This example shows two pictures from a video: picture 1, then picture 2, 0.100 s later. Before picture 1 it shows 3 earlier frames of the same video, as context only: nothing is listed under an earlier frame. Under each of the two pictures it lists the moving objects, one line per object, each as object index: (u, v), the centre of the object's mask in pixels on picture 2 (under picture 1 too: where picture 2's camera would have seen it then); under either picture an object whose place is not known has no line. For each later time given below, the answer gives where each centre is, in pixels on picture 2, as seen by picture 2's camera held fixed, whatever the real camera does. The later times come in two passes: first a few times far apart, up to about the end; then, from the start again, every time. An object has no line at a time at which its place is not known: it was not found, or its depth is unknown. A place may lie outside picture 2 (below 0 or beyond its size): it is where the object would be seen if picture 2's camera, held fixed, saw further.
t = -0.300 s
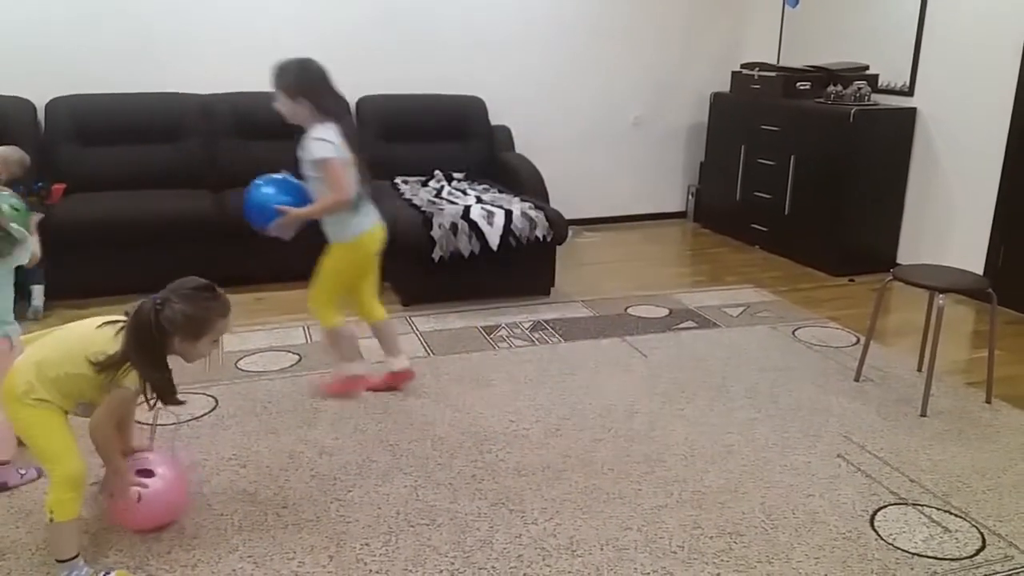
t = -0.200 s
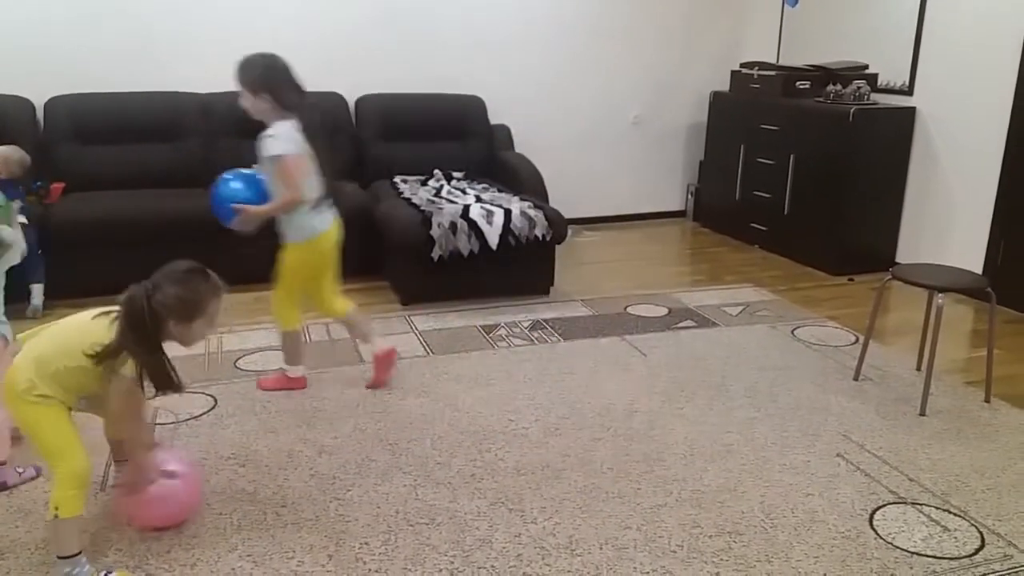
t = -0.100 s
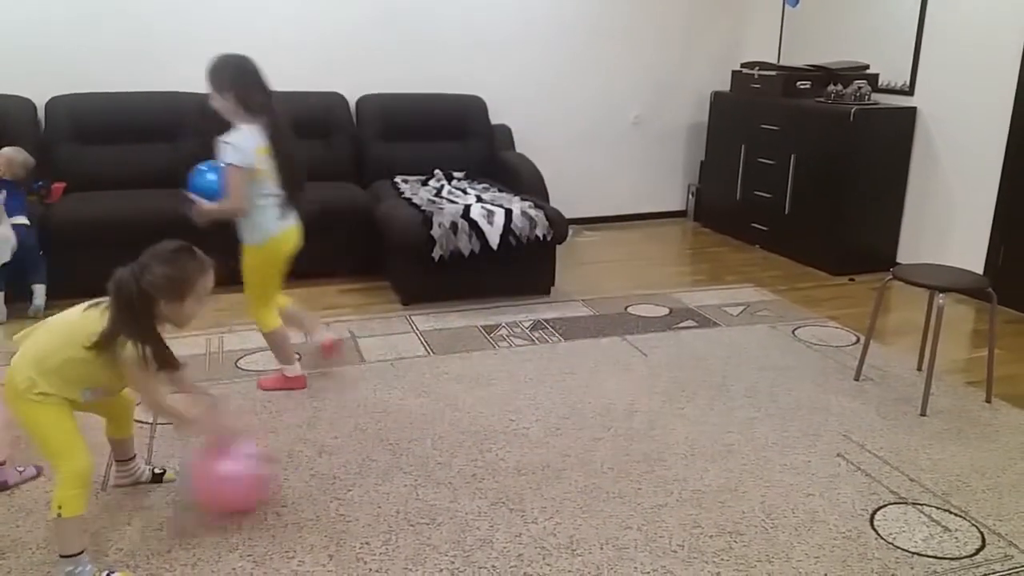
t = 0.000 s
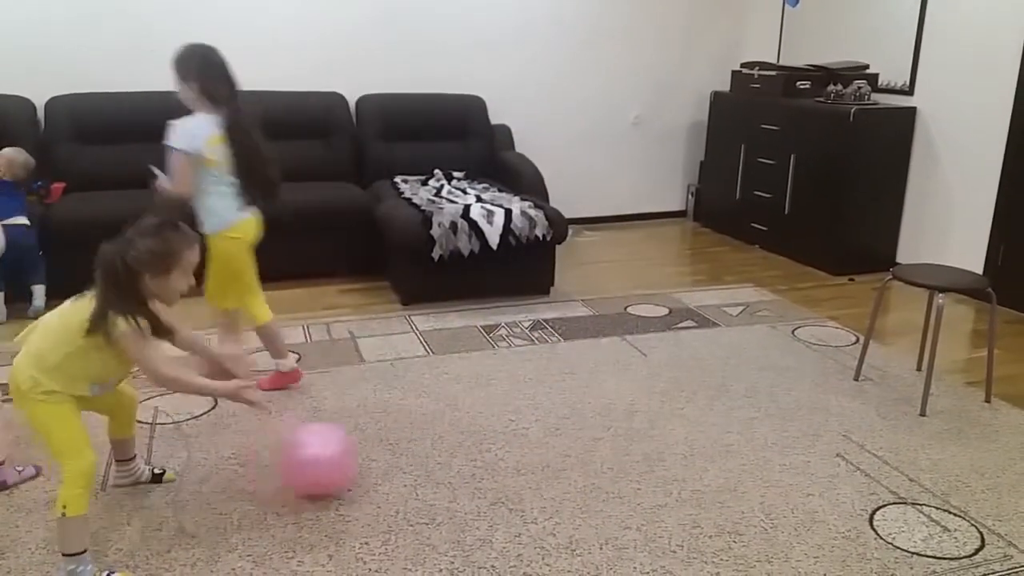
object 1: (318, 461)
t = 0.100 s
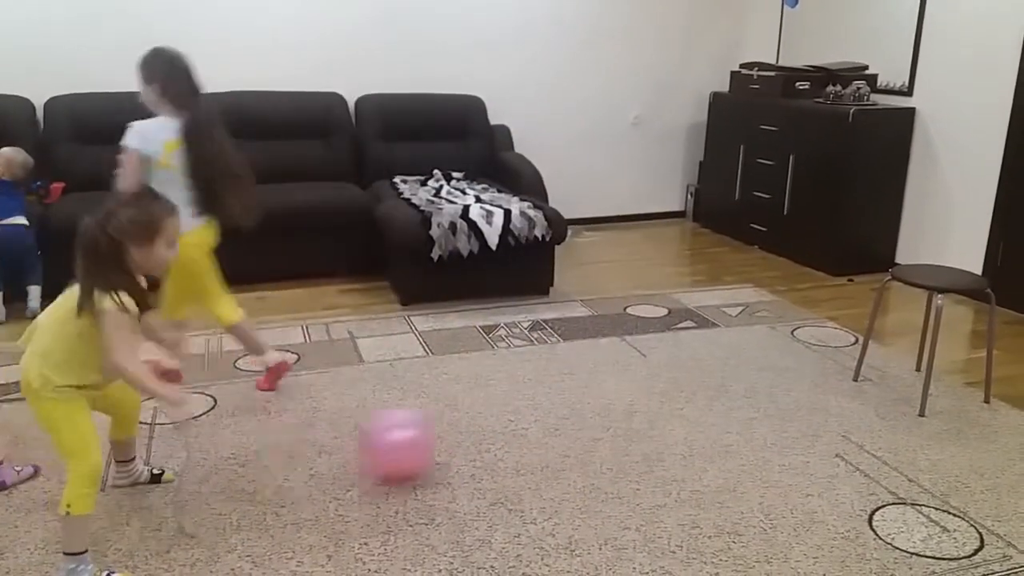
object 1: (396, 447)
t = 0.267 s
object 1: (510, 426)
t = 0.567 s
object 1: (679, 396)
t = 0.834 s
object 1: (797, 376)
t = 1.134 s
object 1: (848, 374)
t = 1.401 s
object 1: (836, 399)
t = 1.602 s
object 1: (830, 409)
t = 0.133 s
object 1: (421, 444)
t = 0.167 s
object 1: (446, 442)
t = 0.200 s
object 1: (469, 435)
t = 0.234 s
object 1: (489, 428)
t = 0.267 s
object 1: (510, 426)
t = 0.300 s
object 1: (531, 425)
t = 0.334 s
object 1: (553, 423)
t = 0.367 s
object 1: (573, 416)
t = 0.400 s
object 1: (592, 412)
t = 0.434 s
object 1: (611, 411)
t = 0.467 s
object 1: (628, 411)
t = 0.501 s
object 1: (644, 404)
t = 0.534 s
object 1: (663, 399)
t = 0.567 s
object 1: (679, 396)
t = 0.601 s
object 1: (696, 396)
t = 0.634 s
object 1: (711, 395)
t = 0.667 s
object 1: (726, 388)
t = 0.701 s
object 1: (743, 386)
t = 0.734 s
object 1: (757, 384)
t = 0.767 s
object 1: (770, 384)
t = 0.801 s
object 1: (784, 381)
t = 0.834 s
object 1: (797, 376)
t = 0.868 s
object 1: (810, 372)
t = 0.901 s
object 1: (822, 371)
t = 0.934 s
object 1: (833, 371)
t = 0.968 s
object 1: (845, 367)
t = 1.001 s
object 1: (853, 361)
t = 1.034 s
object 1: (853, 359)
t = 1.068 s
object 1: (852, 360)
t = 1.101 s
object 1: (851, 366)
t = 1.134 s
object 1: (848, 374)
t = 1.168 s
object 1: (843, 385)
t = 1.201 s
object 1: (843, 387)
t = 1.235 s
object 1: (842, 385)
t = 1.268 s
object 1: (841, 385)
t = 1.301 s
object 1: (840, 385)
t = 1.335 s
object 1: (838, 389)
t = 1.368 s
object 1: (837, 396)
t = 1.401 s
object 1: (836, 399)
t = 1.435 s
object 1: (836, 398)
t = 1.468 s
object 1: (835, 398)
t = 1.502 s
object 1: (835, 399)
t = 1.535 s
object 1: (833, 404)
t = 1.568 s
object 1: (831, 409)
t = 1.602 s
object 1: (830, 409)
